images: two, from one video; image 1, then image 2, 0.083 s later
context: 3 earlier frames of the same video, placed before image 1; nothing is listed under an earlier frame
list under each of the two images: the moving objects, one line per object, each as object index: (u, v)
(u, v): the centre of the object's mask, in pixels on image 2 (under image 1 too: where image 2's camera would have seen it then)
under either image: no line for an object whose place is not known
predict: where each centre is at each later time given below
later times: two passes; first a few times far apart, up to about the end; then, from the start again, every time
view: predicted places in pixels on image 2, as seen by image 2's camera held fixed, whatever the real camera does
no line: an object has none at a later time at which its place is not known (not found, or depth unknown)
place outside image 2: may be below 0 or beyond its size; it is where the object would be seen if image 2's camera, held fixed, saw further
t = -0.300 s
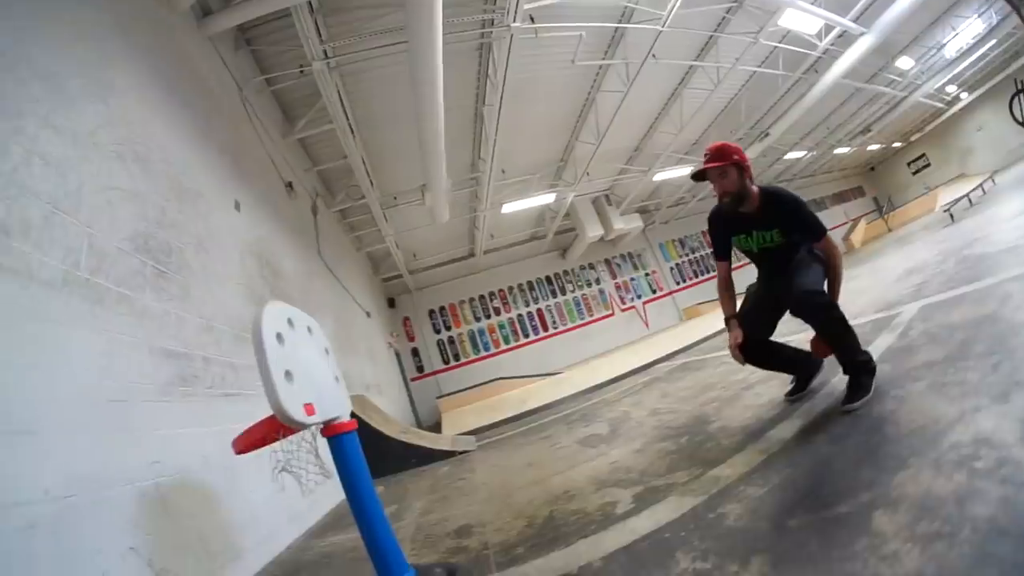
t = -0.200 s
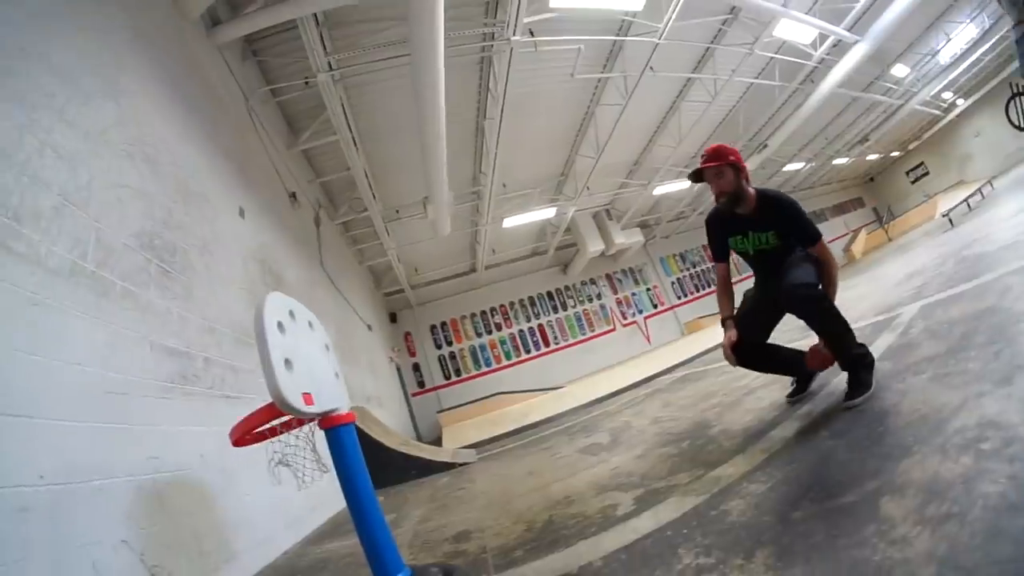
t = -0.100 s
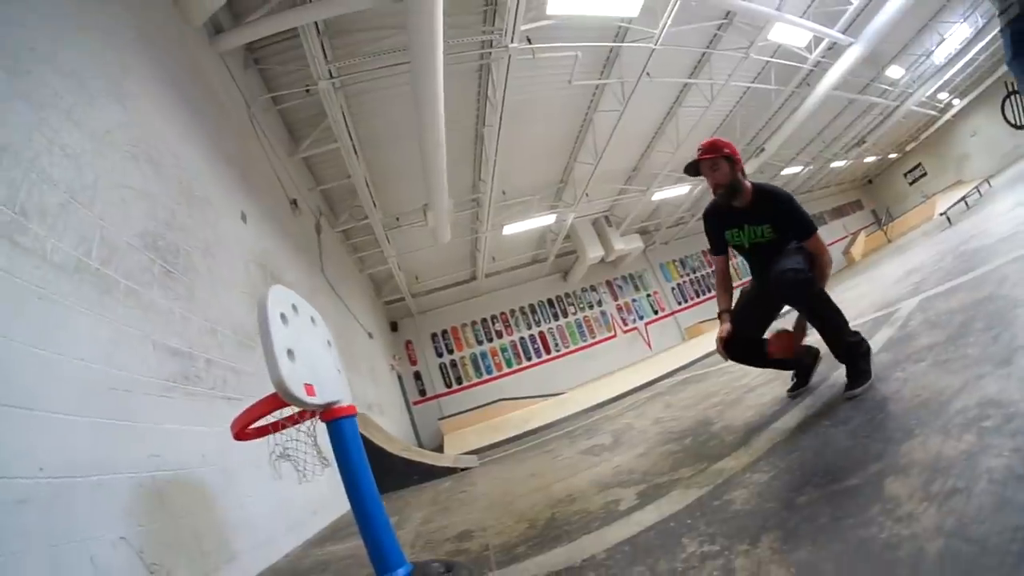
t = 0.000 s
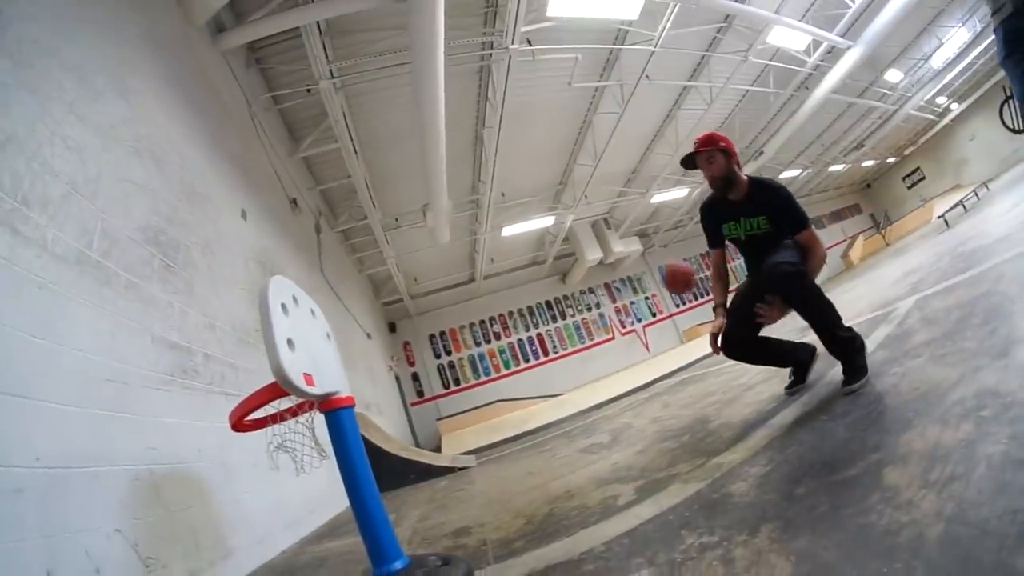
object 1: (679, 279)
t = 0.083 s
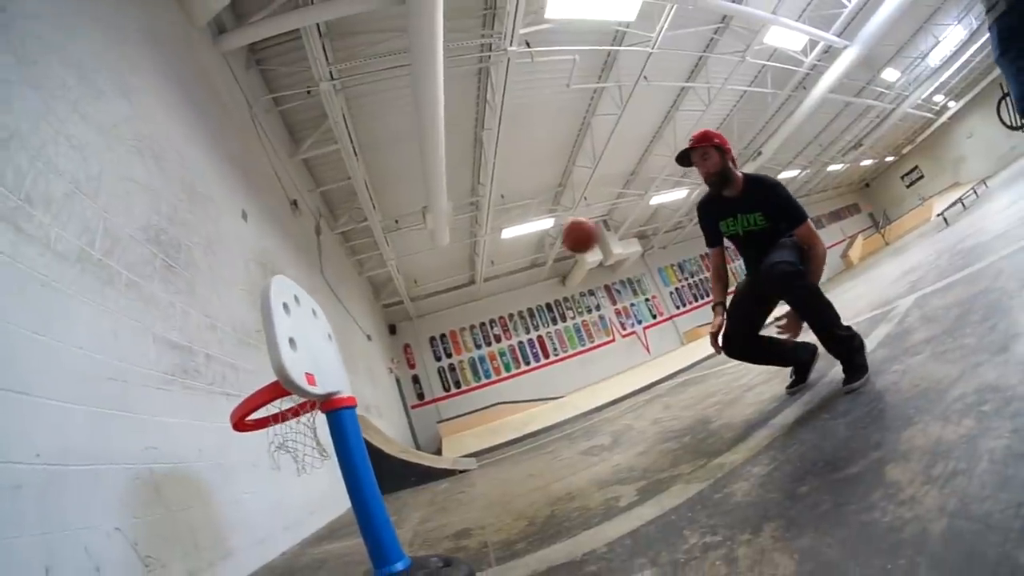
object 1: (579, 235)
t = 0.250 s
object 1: (381, 206)
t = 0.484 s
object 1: (148, 284)
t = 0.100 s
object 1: (560, 230)
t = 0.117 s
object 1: (539, 223)
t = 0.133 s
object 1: (517, 217)
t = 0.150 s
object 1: (496, 215)
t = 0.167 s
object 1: (477, 211)
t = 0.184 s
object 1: (458, 209)
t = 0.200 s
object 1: (437, 207)
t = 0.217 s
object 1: (416, 206)
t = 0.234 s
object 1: (398, 206)
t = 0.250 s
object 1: (381, 206)
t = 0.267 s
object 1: (361, 208)
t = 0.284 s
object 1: (343, 209)
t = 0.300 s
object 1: (325, 212)
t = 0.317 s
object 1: (308, 214)
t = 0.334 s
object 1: (291, 217)
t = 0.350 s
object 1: (274, 222)
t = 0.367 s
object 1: (257, 227)
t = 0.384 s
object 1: (239, 233)
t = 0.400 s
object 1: (224, 240)
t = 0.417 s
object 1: (209, 247)
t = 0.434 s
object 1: (194, 255)
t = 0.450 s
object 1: (179, 264)
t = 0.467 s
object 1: (163, 273)
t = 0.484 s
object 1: (148, 284)
